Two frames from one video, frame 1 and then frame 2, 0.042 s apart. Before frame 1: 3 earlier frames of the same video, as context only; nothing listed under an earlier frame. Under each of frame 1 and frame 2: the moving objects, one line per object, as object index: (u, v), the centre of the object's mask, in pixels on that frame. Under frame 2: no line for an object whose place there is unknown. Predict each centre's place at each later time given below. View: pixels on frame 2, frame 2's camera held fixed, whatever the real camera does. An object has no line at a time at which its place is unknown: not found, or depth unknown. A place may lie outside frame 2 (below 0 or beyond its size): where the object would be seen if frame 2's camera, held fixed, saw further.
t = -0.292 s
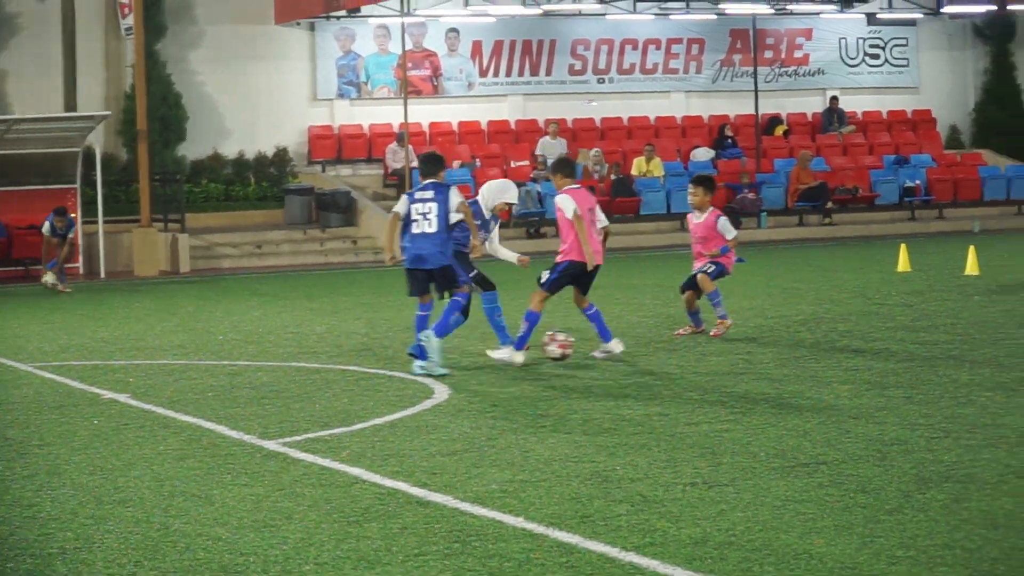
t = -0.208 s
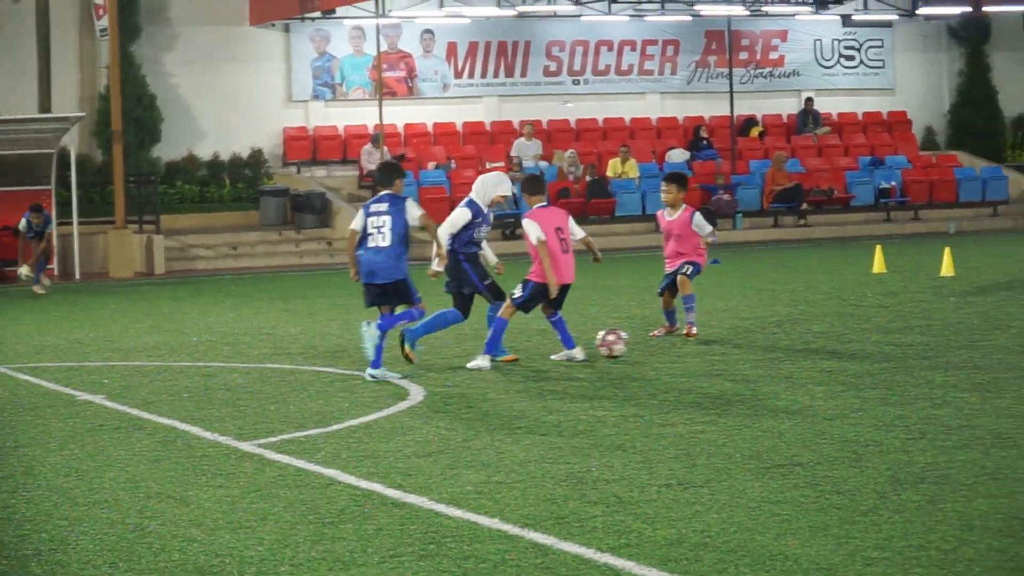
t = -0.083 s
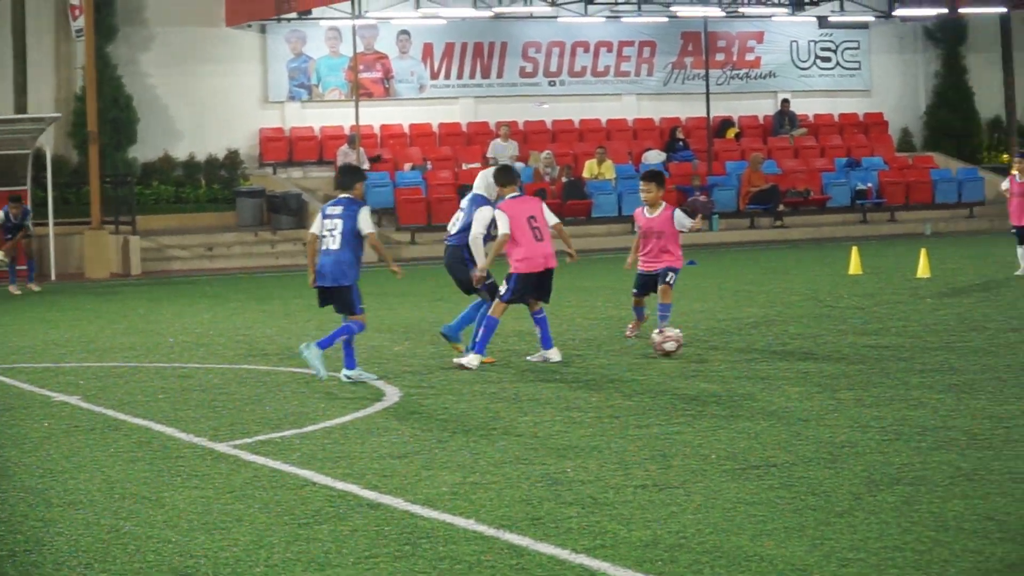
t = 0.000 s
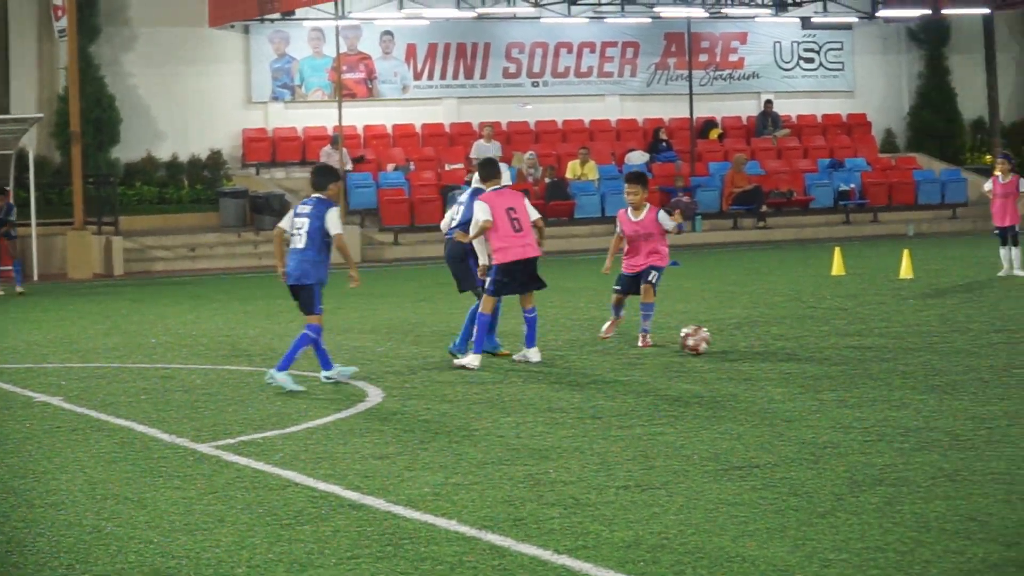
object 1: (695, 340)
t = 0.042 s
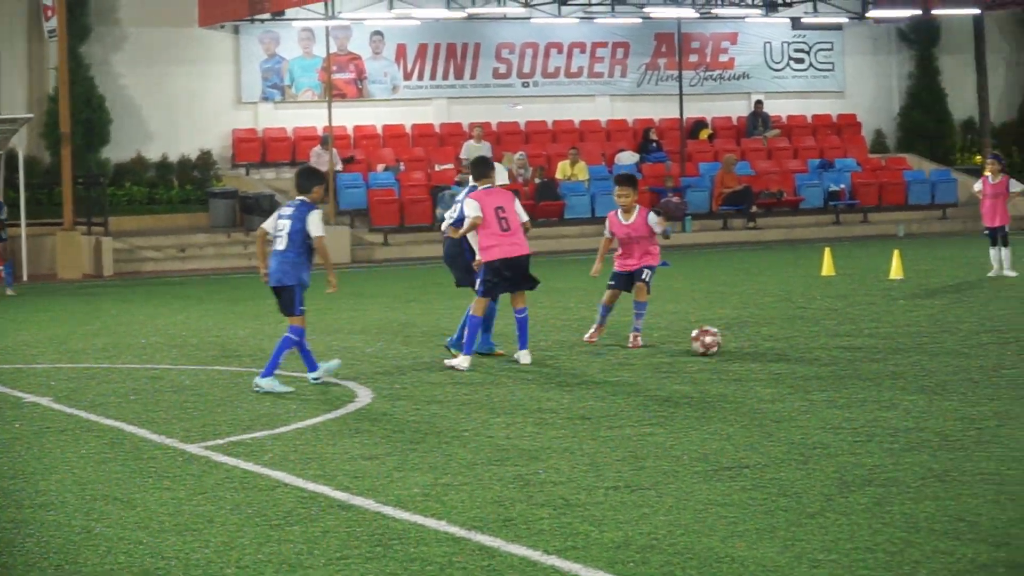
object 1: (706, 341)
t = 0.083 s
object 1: (723, 338)
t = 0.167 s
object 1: (756, 338)
